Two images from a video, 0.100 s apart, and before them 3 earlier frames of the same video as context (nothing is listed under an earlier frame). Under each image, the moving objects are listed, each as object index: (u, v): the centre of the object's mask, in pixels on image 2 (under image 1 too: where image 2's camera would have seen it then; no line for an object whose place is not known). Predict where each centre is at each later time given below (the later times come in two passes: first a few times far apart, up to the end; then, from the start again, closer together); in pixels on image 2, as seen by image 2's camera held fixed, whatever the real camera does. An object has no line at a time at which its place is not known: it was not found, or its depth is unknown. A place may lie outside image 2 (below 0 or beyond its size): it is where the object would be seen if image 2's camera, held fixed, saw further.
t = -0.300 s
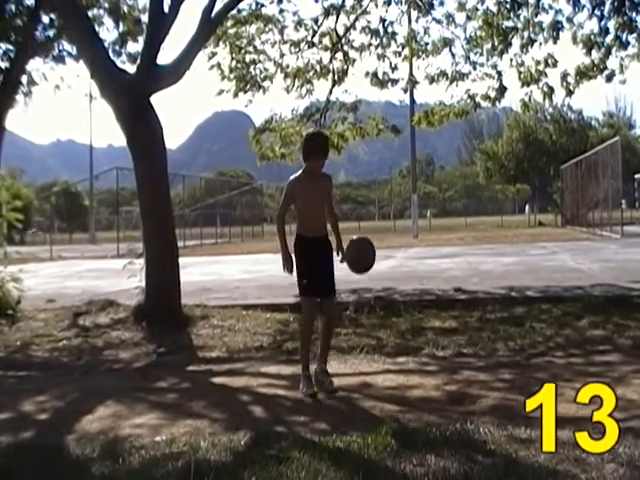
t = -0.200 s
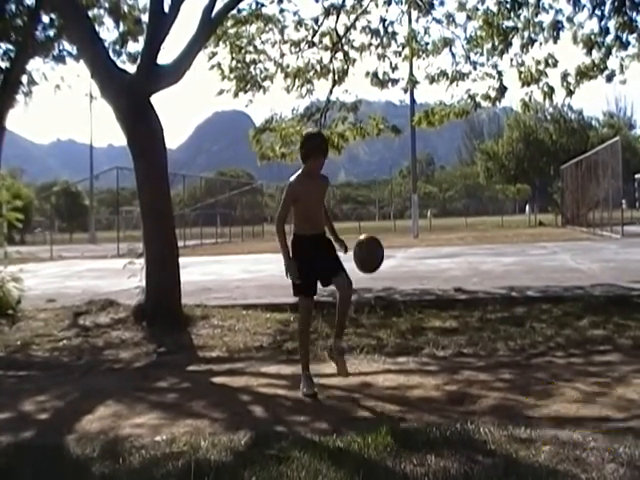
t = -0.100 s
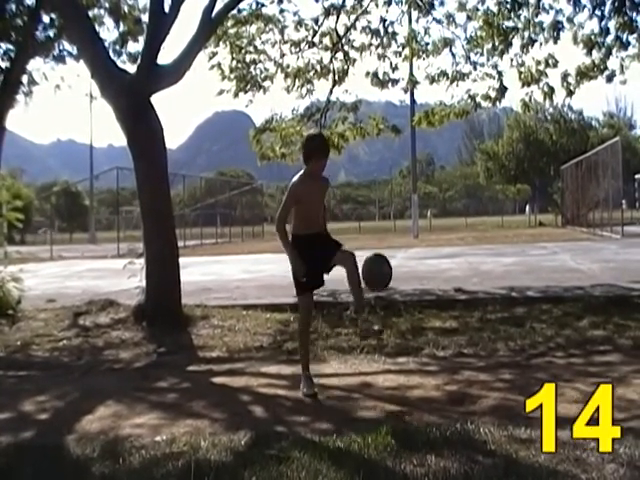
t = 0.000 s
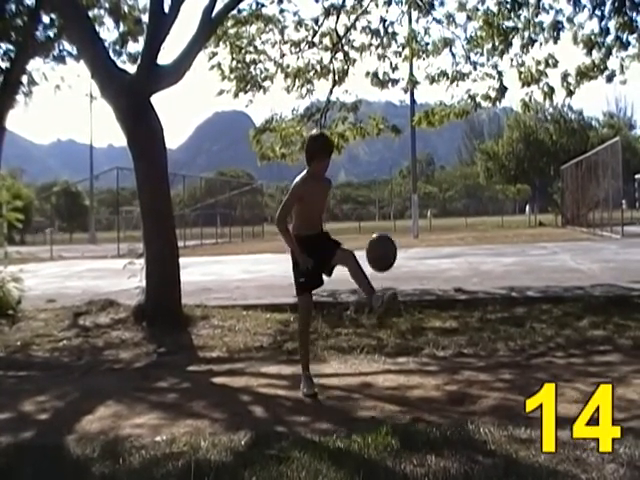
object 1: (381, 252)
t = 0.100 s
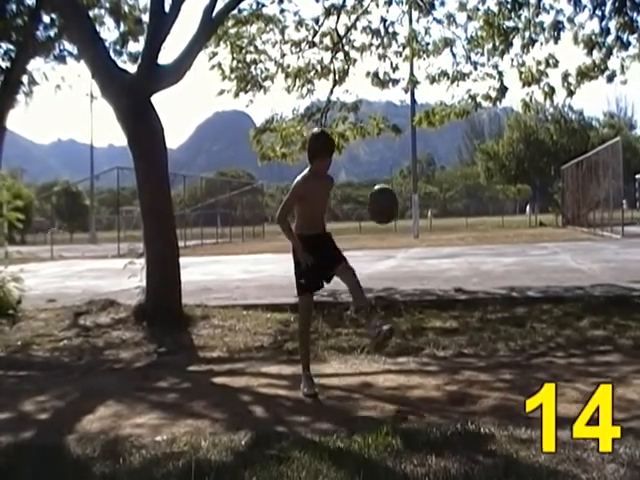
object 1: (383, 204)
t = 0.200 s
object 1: (384, 175)
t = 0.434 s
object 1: (389, 178)
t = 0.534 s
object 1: (392, 210)
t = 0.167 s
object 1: (384, 182)
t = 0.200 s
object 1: (384, 175)
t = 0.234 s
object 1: (385, 169)
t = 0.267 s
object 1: (385, 166)
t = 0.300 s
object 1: (386, 164)
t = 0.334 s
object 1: (387, 165)
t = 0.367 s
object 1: (387, 167)
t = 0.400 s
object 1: (388, 172)
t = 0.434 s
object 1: (389, 178)
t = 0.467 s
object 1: (390, 186)
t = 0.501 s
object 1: (391, 198)
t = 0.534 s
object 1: (392, 210)
